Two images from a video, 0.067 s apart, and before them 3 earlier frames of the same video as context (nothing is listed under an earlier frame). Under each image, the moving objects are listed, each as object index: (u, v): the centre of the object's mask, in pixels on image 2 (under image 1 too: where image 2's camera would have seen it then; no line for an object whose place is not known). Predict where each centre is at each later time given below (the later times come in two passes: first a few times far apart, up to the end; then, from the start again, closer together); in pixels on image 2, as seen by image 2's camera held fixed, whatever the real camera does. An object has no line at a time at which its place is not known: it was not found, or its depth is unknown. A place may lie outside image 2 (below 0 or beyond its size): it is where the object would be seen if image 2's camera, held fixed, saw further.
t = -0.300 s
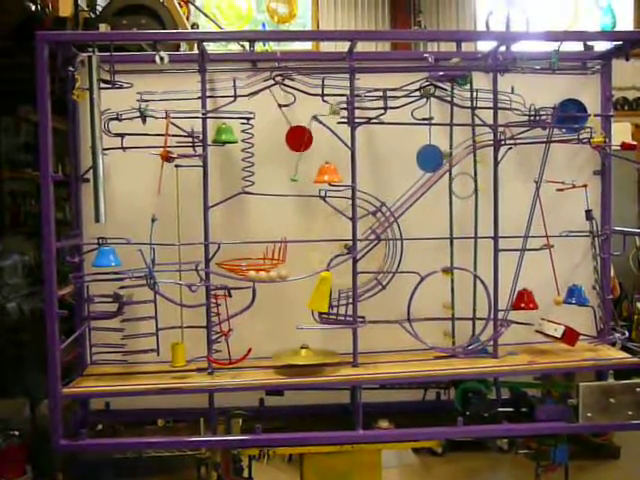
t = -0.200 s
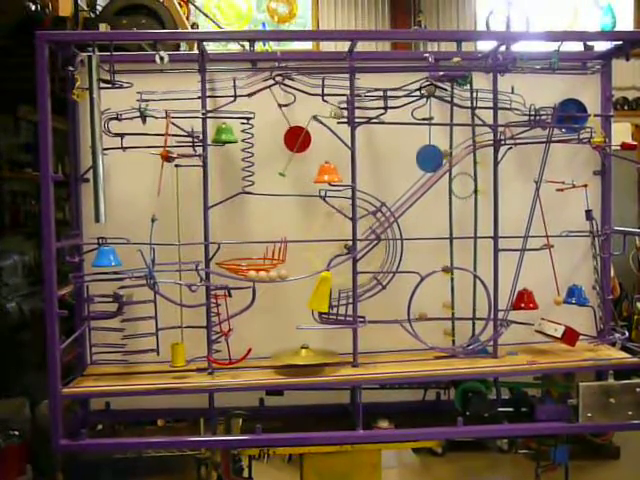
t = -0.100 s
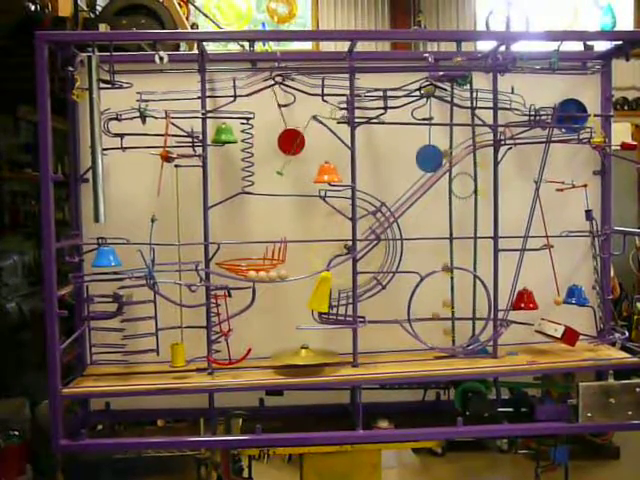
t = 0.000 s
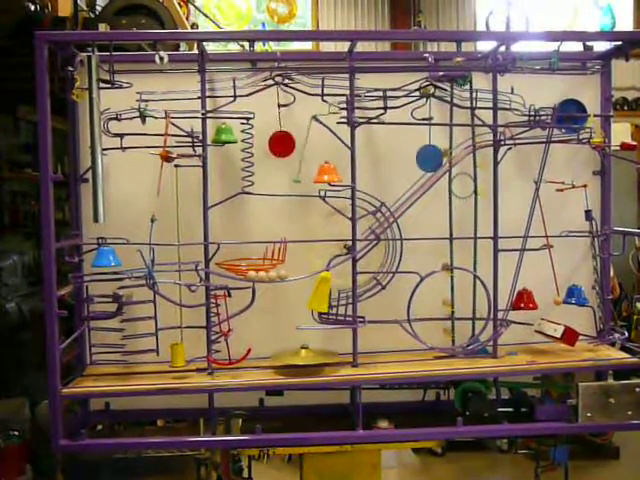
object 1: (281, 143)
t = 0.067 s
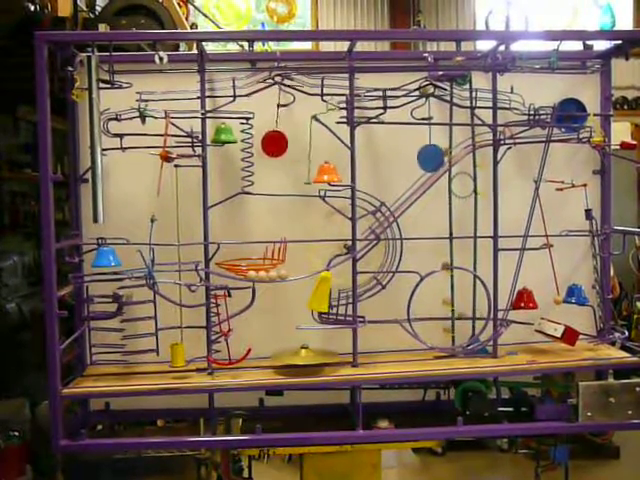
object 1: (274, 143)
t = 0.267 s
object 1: (261, 139)
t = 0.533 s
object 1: (267, 142)
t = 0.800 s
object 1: (291, 141)
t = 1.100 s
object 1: (293, 140)
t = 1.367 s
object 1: (270, 142)
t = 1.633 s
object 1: (261, 139)
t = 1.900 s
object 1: (278, 143)
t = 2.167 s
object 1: (296, 139)
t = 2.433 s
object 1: (287, 142)
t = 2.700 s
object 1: (265, 141)
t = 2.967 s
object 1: (264, 141)
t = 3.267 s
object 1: (288, 142)
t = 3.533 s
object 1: (294, 140)
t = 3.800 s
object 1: (276, 143)
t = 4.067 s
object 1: (262, 140)
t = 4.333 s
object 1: (273, 143)
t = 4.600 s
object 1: (292, 140)
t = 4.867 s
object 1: (287, 142)
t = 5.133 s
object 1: (277, 143)
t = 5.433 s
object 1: (276, 144)
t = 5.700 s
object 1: (278, 144)
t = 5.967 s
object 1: (280, 144)
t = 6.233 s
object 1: (279, 143)
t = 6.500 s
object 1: (277, 144)
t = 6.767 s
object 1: (277, 144)
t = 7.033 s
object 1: (279, 144)
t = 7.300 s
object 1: (280, 143)
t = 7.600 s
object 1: (278, 144)
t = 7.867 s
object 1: (277, 144)
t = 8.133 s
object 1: (278, 144)
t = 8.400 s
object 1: (279, 144)
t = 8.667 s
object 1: (278, 144)
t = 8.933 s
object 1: (278, 144)
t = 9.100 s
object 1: (278, 144)
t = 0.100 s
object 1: (271, 143)
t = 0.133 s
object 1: (268, 142)
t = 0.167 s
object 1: (265, 141)
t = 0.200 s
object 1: (264, 140)
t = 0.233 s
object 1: (262, 139)
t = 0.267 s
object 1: (261, 139)
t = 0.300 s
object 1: (260, 138)
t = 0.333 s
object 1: (260, 138)
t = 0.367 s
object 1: (260, 138)
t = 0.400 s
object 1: (260, 138)
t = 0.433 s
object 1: (261, 139)
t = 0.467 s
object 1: (263, 140)
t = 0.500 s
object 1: (265, 141)
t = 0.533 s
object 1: (267, 142)
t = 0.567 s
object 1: (270, 142)
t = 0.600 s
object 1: (273, 143)
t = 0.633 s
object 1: (276, 143)
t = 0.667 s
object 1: (280, 143)
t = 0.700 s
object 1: (283, 143)
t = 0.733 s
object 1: (286, 142)
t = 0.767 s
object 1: (289, 142)
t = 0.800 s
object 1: (291, 141)
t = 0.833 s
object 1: (293, 140)
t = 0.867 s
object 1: (295, 139)
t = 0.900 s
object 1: (296, 139)
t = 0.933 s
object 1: (297, 138)
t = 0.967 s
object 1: (297, 139)
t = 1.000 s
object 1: (297, 139)
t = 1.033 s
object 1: (296, 139)
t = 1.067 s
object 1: (295, 140)
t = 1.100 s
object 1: (293, 140)
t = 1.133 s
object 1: (291, 141)
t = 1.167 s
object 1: (289, 142)
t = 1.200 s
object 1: (286, 143)
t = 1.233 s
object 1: (283, 143)
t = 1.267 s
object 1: (279, 143)
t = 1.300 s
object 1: (276, 143)
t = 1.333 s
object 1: (273, 143)
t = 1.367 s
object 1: (270, 142)
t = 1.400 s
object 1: (267, 142)
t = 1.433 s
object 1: (265, 141)
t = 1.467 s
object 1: (263, 140)
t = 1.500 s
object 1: (262, 140)
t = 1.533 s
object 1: (261, 139)
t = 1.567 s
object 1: (261, 139)
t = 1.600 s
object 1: (261, 139)
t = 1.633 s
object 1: (261, 139)
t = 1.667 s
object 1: (262, 140)
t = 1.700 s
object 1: (263, 140)
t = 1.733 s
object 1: (264, 141)
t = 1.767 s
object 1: (266, 141)
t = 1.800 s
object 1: (269, 142)
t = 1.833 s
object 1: (272, 143)
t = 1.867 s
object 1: (275, 143)
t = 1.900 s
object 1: (278, 143)
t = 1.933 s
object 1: (281, 143)
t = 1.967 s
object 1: (284, 143)
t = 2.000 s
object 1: (287, 142)
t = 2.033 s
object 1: (290, 142)
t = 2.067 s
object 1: (292, 141)
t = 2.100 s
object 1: (294, 140)
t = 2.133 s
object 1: (295, 139)
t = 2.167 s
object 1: (296, 139)
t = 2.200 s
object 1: (296, 139)
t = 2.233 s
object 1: (296, 139)
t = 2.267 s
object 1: (296, 139)
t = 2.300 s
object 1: (294, 140)
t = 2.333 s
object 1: (293, 140)
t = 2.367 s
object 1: (291, 141)
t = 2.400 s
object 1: (289, 142)
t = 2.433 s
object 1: (287, 142)
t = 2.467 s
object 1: (284, 143)
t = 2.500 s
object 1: (281, 143)
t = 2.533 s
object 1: (278, 143)
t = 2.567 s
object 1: (274, 143)
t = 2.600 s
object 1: (271, 143)
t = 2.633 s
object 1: (269, 142)
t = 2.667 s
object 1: (267, 142)
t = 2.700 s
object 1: (265, 141)
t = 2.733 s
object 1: (263, 140)
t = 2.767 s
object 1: (262, 140)
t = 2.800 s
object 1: (261, 139)
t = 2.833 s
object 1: (261, 139)
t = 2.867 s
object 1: (261, 139)
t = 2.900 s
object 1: (262, 139)
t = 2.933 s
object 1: (263, 140)
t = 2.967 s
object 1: (264, 141)
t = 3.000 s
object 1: (266, 142)
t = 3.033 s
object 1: (268, 142)
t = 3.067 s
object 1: (271, 142)
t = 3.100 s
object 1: (274, 143)
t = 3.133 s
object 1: (277, 143)
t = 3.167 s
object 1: (280, 143)
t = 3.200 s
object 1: (283, 143)
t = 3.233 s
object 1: (286, 143)
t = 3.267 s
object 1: (288, 142)
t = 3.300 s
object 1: (290, 142)
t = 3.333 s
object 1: (292, 141)
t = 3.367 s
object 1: (293, 140)
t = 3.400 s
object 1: (295, 140)
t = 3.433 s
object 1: (295, 139)
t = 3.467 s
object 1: (295, 139)
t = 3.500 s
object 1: (295, 140)
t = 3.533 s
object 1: (294, 140)
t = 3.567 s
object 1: (293, 140)
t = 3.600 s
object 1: (291, 141)
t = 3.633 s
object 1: (289, 142)
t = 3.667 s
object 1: (287, 142)
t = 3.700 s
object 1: (285, 143)
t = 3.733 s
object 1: (282, 143)
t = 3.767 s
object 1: (279, 143)
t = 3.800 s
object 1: (276, 143)
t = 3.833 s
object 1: (273, 143)
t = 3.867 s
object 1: (270, 142)
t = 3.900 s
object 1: (268, 142)
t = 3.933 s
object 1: (266, 141)
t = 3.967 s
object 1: (264, 141)
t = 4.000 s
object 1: (263, 140)
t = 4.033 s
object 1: (262, 140)
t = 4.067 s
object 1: (262, 140)
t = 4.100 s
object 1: (262, 140)
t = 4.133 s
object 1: (262, 140)
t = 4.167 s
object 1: (263, 141)
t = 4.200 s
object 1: (264, 141)
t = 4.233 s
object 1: (266, 141)
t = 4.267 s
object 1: (268, 142)
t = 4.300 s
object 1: (270, 143)
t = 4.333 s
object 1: (273, 143)
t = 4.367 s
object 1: (276, 143)
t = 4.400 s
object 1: (279, 143)
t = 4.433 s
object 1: (281, 143)
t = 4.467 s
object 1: (284, 143)
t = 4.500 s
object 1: (287, 142)
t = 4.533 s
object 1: (289, 142)
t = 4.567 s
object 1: (291, 141)
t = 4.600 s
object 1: (292, 140)
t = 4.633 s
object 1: (293, 140)
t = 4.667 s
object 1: (294, 140)
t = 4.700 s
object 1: (294, 140)
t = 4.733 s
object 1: (294, 140)
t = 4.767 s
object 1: (293, 140)
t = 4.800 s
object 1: (292, 141)
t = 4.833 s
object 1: (289, 142)
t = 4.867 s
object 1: (287, 142)
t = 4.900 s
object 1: (285, 143)
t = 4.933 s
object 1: (282, 143)
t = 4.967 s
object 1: (280, 143)
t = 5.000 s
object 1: (279, 144)
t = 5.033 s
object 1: (278, 144)
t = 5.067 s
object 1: (278, 144)
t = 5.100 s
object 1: (278, 144)
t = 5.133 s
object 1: (277, 143)
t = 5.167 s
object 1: (277, 144)
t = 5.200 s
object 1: (277, 144)
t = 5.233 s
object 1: (277, 144)
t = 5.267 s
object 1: (277, 144)
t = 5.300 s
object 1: (276, 144)
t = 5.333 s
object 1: (276, 143)
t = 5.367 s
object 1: (276, 144)
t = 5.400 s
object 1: (276, 144)
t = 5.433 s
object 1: (276, 144)
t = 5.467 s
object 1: (276, 143)
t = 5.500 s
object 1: (276, 144)
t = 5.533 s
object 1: (276, 143)
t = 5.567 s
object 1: (277, 143)
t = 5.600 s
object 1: (277, 143)
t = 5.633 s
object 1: (277, 144)
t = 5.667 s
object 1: (278, 143)
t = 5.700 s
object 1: (278, 144)
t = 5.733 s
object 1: (279, 144)
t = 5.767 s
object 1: (279, 144)
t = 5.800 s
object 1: (279, 144)
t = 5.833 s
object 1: (280, 144)
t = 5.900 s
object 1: (280, 143)
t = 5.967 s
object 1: (280, 144)
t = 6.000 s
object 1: (280, 143)
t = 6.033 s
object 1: (280, 143)
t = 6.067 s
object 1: (280, 144)
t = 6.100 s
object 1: (280, 143)
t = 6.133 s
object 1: (280, 144)
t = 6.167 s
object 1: (279, 144)
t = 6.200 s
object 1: (279, 144)
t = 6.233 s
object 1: (279, 143)
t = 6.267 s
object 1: (279, 144)
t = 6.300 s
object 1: (278, 144)
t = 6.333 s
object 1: (278, 143)
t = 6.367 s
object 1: (278, 143)
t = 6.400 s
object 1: (278, 144)
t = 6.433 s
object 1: (277, 144)
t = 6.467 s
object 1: (277, 144)
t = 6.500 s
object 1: (277, 144)
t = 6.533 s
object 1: (277, 144)
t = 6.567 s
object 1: (277, 144)
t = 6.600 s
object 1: (277, 144)
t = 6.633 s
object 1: (277, 144)
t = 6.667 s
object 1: (277, 144)
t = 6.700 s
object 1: (277, 144)
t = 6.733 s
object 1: (277, 144)
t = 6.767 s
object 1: (277, 144)
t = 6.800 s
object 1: (277, 144)
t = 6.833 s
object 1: (278, 144)
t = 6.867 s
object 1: (278, 144)
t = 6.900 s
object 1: (278, 144)
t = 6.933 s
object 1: (278, 144)
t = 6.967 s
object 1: (279, 144)
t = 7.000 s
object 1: (279, 144)
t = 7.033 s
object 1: (279, 144)
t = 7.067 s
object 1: (279, 144)
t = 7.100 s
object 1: (279, 143)
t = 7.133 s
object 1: (279, 144)
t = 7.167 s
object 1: (280, 144)
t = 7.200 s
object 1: (280, 144)
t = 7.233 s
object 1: (280, 144)
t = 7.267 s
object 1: (280, 144)
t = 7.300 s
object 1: (280, 143)
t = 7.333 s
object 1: (279, 144)
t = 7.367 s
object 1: (279, 144)
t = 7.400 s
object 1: (279, 144)
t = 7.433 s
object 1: (279, 144)
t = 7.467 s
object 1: (279, 144)
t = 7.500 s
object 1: (278, 143)
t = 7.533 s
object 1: (278, 144)
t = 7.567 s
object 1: (278, 143)
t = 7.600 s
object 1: (278, 144)
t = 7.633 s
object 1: (278, 144)
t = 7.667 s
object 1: (278, 144)
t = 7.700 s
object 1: (277, 143)
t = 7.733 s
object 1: (277, 143)
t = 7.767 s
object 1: (277, 143)
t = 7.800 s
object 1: (277, 144)
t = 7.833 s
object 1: (277, 143)
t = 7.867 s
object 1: (277, 144)
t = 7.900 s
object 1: (277, 144)
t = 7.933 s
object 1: (277, 144)
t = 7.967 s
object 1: (278, 144)
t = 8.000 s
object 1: (278, 143)
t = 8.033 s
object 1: (278, 143)
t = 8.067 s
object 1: (278, 144)
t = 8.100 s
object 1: (278, 144)
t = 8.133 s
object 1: (278, 144)
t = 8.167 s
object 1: (278, 144)
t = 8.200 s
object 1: (278, 144)
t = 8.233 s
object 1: (279, 144)
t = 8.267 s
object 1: (279, 144)
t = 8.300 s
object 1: (279, 143)
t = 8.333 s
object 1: (279, 143)
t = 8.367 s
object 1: (279, 144)
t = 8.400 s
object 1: (279, 144)
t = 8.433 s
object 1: (279, 144)
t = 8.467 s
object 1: (279, 143)
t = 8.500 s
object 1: (279, 144)
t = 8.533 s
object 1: (279, 144)
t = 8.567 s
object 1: (279, 144)
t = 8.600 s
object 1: (278, 143)
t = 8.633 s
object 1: (278, 143)
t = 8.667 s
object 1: (278, 144)
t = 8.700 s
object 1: (279, 143)
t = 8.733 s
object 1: (278, 143)
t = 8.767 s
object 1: (278, 143)
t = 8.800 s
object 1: (278, 143)
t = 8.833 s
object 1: (278, 143)
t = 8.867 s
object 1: (278, 143)
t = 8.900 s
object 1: (278, 144)
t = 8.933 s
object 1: (278, 144)
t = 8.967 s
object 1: (278, 143)
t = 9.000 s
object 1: (278, 144)
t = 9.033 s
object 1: (278, 144)
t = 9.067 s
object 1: (278, 144)
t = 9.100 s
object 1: (278, 144)
